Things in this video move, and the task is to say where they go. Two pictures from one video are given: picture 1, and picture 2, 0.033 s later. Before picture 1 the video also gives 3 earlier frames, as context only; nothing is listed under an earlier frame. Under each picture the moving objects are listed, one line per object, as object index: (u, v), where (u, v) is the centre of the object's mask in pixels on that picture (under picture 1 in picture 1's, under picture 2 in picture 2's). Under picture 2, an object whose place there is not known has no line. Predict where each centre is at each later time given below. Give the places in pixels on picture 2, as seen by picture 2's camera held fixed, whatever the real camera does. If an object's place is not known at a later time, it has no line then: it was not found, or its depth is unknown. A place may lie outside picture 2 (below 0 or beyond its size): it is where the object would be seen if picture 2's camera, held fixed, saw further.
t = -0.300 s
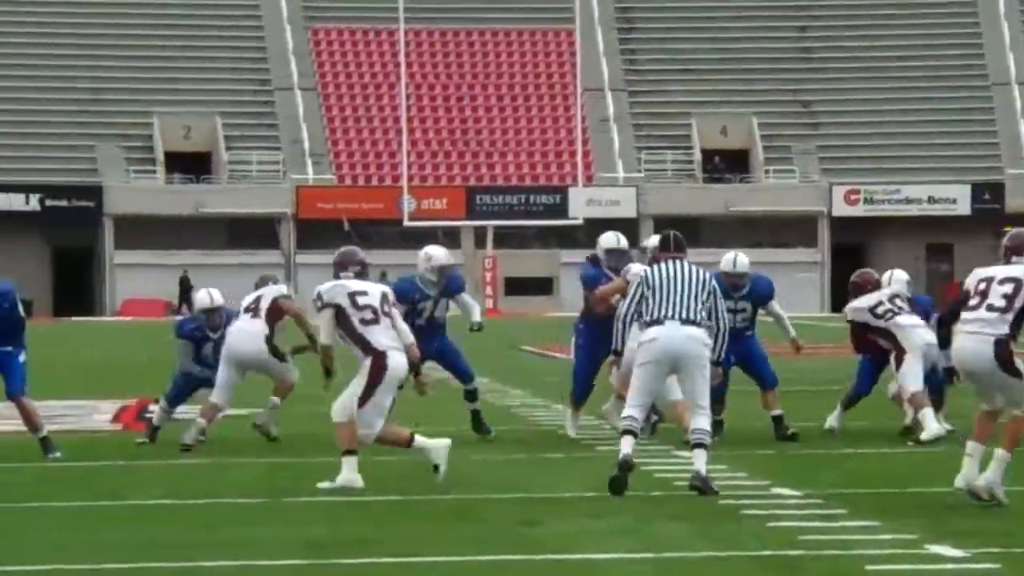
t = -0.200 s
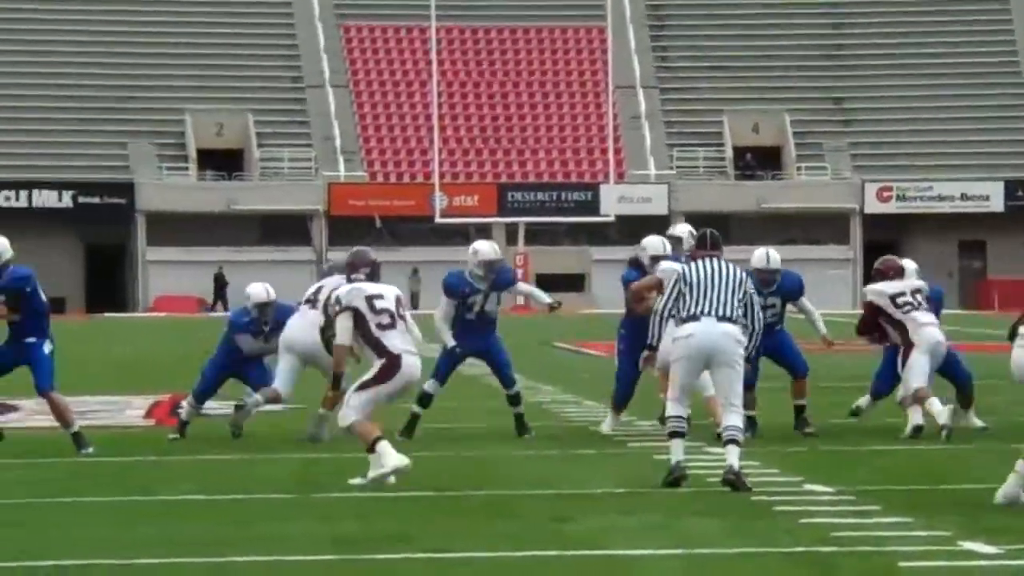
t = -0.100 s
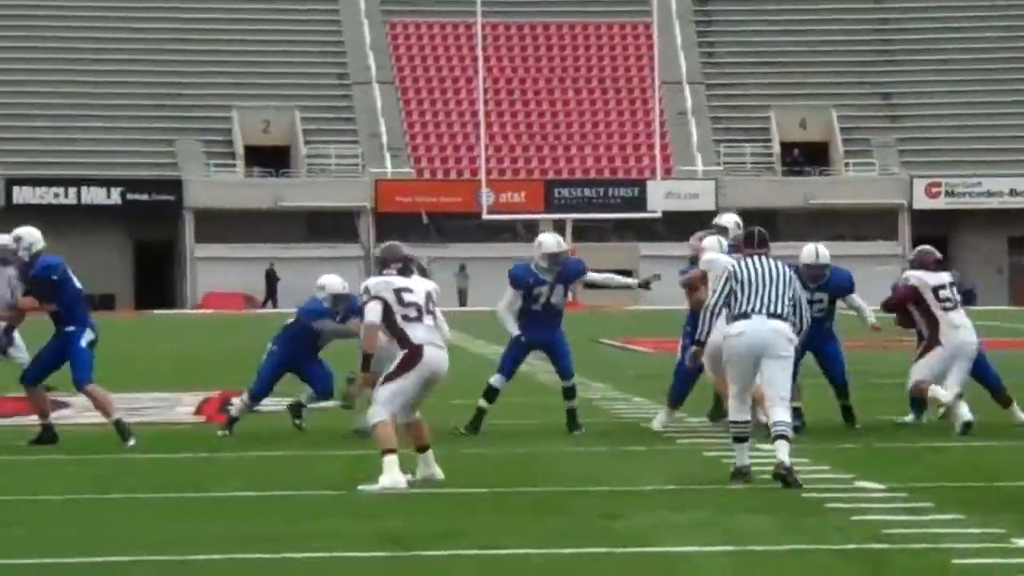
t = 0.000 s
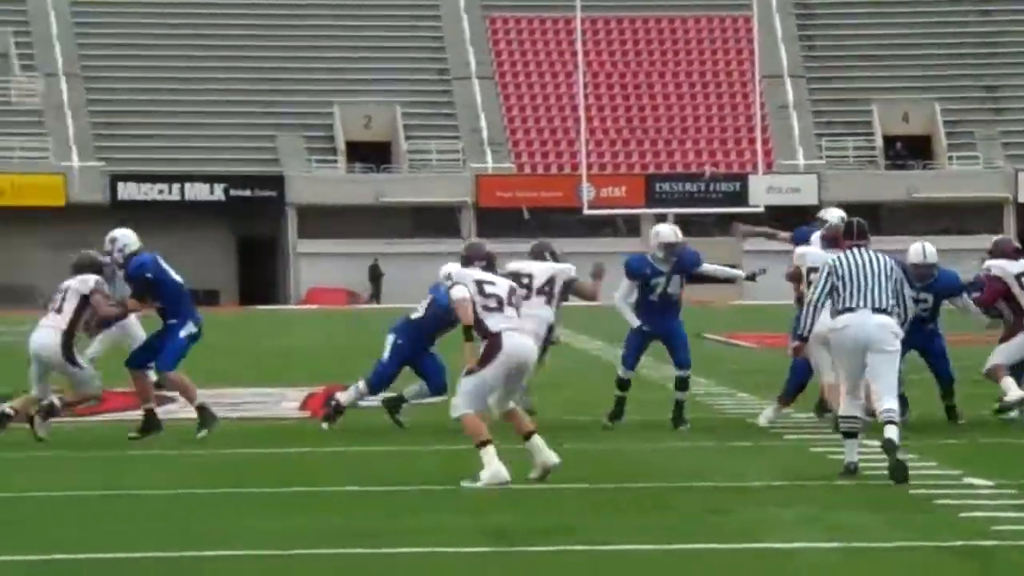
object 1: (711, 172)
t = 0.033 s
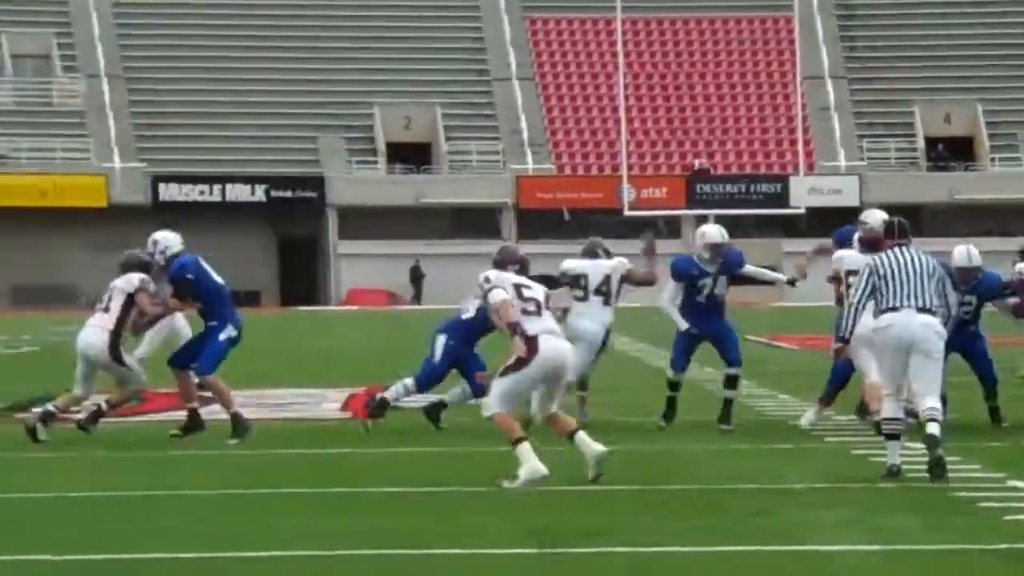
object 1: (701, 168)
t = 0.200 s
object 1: (427, 141)
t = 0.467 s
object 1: (-129, 151)
